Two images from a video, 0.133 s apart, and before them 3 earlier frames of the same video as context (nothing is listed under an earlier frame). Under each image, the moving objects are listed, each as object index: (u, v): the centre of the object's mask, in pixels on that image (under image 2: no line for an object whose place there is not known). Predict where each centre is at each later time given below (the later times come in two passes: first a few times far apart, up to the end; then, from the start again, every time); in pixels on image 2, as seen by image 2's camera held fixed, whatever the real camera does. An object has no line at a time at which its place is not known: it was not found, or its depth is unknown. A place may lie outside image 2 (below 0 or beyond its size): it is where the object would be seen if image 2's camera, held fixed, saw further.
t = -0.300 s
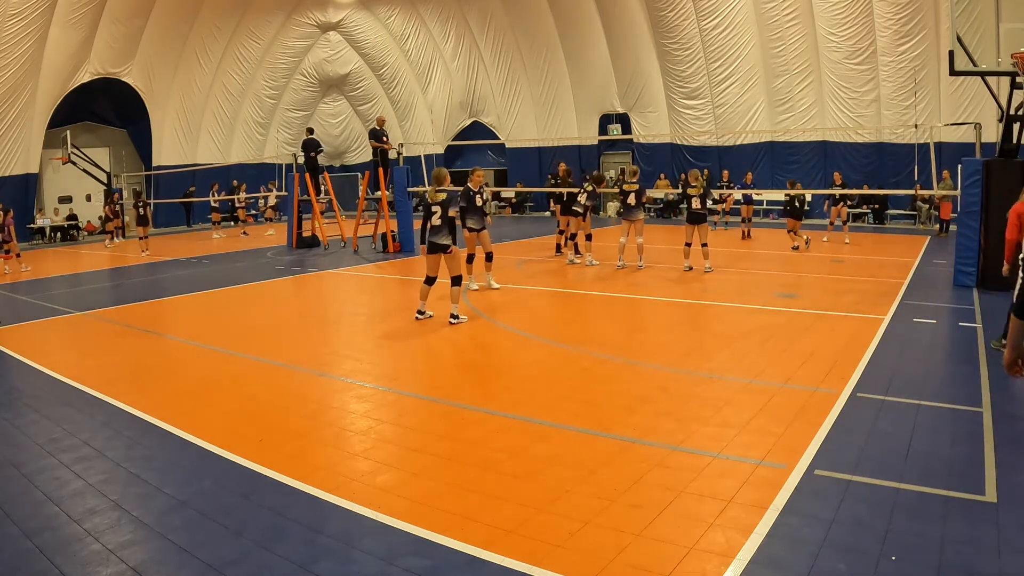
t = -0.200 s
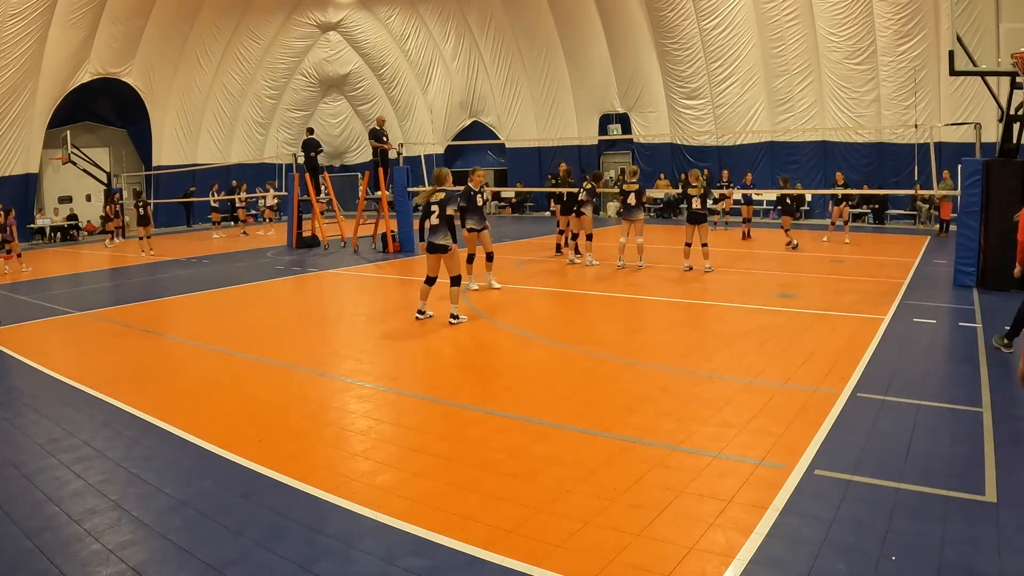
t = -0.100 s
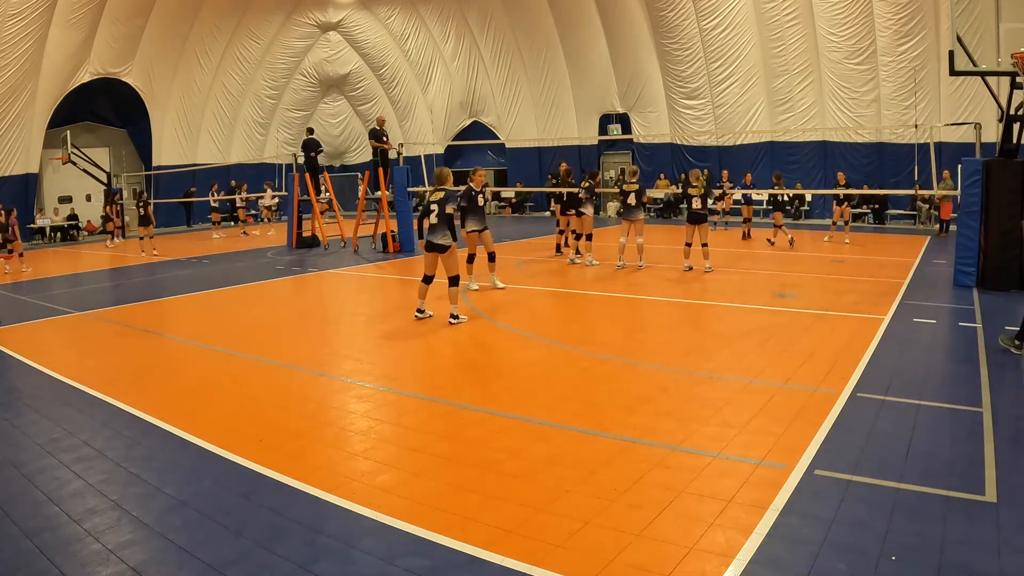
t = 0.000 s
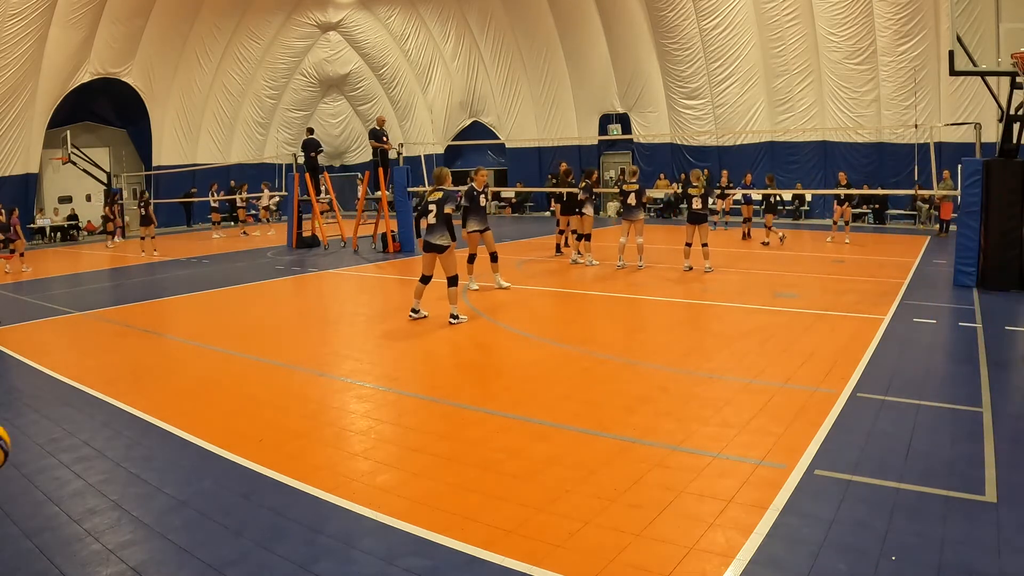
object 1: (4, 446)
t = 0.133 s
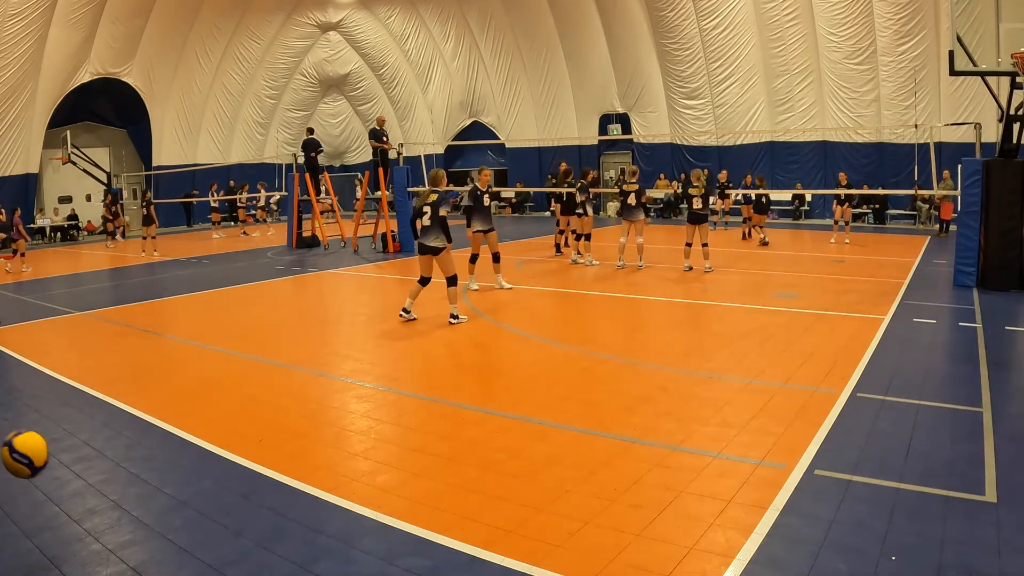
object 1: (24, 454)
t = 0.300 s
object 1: (77, 510)
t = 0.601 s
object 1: (106, 413)
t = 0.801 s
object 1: (137, 438)
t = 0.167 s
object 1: (35, 462)
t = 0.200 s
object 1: (46, 471)
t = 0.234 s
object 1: (56, 482)
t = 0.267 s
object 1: (67, 495)
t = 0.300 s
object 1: (77, 510)
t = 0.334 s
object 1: (79, 492)
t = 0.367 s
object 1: (81, 475)
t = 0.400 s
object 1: (83, 459)
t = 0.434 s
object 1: (86, 447)
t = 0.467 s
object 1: (90, 435)
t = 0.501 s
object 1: (93, 427)
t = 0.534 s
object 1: (97, 420)
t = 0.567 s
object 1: (101, 416)
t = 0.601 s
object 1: (106, 413)
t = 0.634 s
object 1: (110, 413)
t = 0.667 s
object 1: (115, 414)
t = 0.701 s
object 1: (120, 418)
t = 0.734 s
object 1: (125, 423)
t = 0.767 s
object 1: (131, 430)
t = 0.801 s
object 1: (137, 438)
